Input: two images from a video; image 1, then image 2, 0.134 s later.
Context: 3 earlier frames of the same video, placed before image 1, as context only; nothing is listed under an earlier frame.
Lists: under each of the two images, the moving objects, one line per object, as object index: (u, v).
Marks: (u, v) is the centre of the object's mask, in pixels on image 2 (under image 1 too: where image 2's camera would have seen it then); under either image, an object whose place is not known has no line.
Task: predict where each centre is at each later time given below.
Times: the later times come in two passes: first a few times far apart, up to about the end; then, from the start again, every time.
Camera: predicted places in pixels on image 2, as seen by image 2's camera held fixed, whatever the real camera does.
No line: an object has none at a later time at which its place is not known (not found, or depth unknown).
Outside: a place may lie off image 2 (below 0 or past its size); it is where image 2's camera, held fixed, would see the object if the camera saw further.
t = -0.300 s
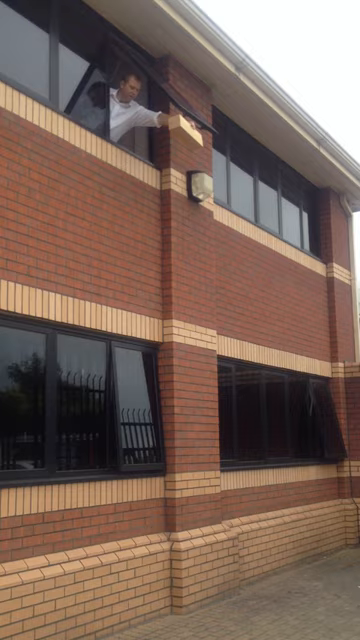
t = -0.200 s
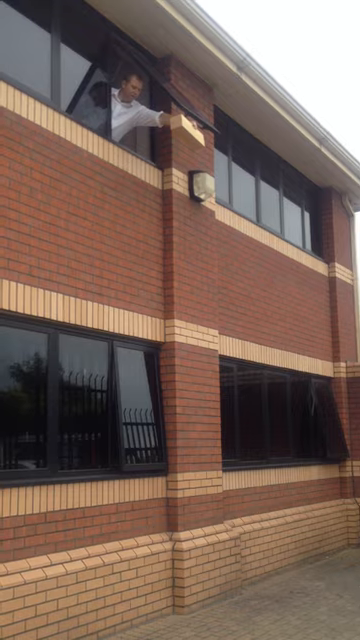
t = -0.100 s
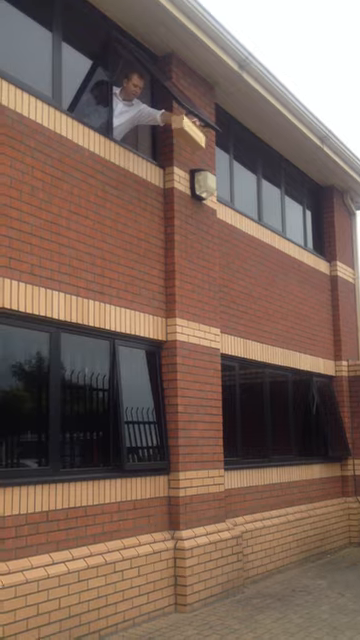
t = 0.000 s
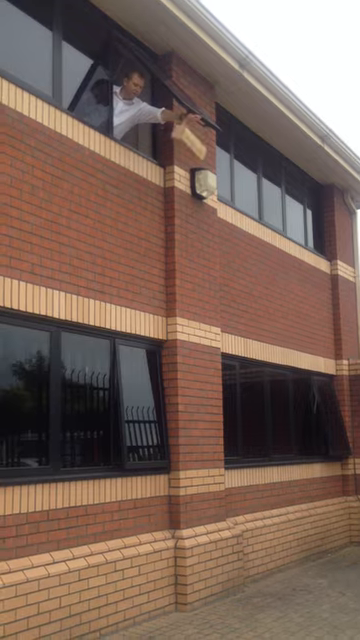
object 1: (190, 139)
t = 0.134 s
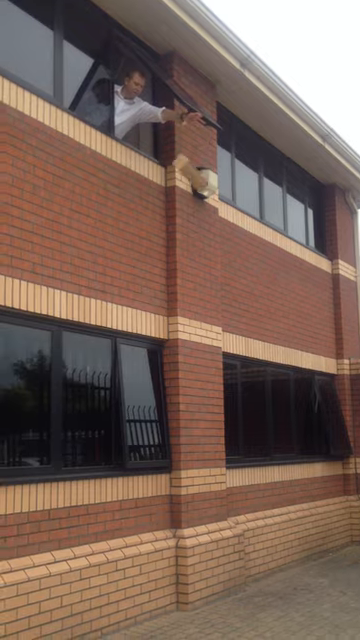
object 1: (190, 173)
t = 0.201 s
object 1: (190, 192)
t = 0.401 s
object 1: (192, 293)
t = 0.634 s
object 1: (194, 470)
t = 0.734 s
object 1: (198, 570)
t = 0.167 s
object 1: (190, 184)
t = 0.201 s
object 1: (190, 192)
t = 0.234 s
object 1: (190, 205)
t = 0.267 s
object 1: (191, 223)
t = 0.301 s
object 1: (191, 238)
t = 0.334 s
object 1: (192, 254)
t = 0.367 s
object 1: (192, 273)
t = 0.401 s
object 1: (192, 293)
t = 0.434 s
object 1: (192, 314)
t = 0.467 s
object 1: (192, 338)
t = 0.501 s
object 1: (193, 361)
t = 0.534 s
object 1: (191, 385)
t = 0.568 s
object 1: (193, 412)
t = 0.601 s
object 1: (192, 435)
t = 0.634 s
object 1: (194, 470)
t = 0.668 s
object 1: (196, 502)
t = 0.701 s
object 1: (196, 534)
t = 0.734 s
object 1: (198, 570)
